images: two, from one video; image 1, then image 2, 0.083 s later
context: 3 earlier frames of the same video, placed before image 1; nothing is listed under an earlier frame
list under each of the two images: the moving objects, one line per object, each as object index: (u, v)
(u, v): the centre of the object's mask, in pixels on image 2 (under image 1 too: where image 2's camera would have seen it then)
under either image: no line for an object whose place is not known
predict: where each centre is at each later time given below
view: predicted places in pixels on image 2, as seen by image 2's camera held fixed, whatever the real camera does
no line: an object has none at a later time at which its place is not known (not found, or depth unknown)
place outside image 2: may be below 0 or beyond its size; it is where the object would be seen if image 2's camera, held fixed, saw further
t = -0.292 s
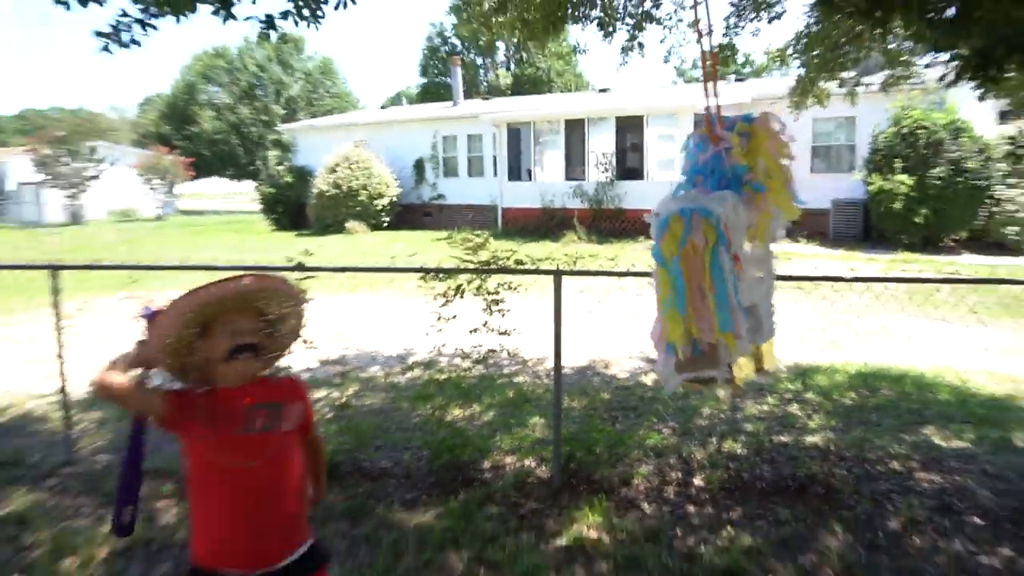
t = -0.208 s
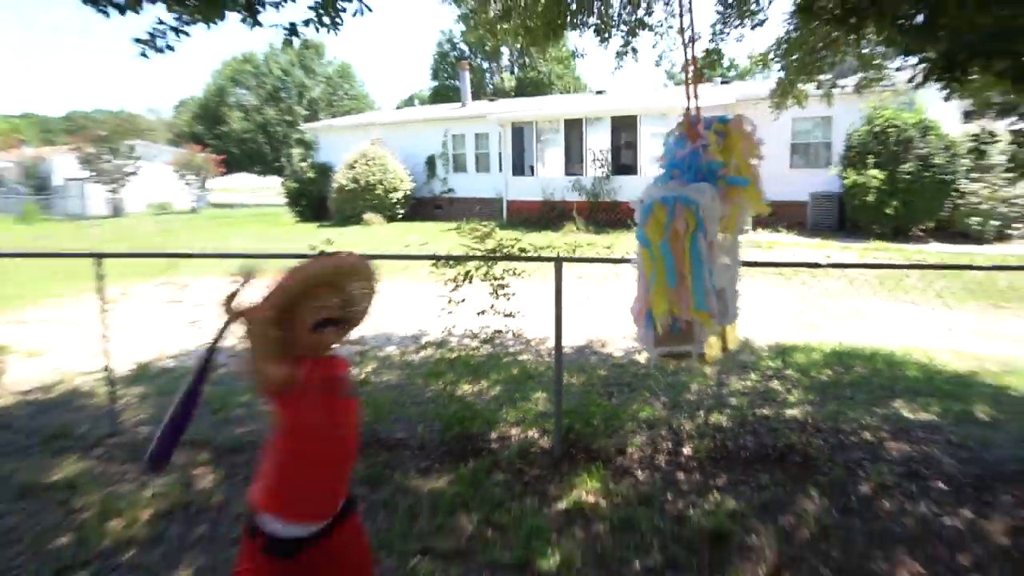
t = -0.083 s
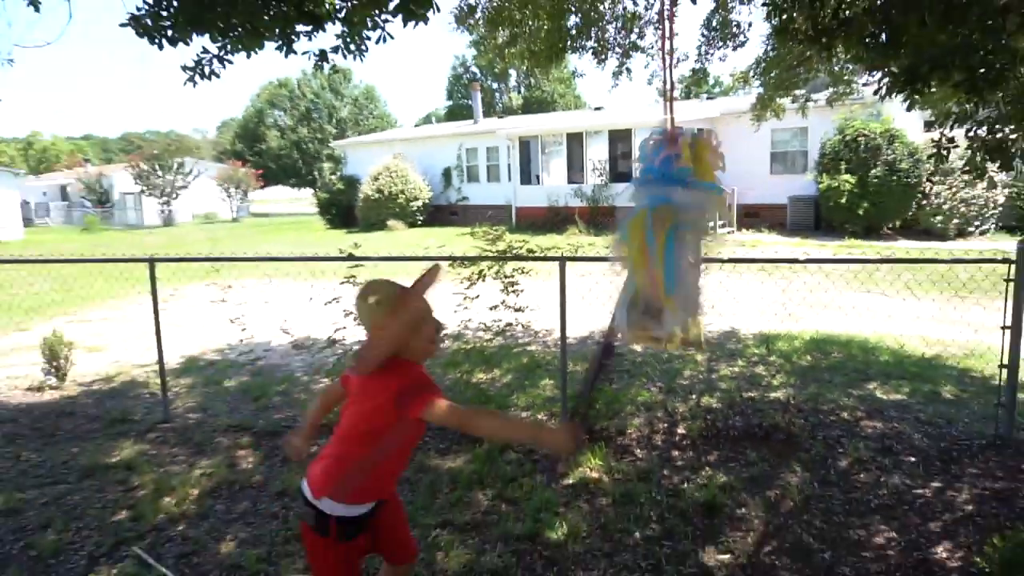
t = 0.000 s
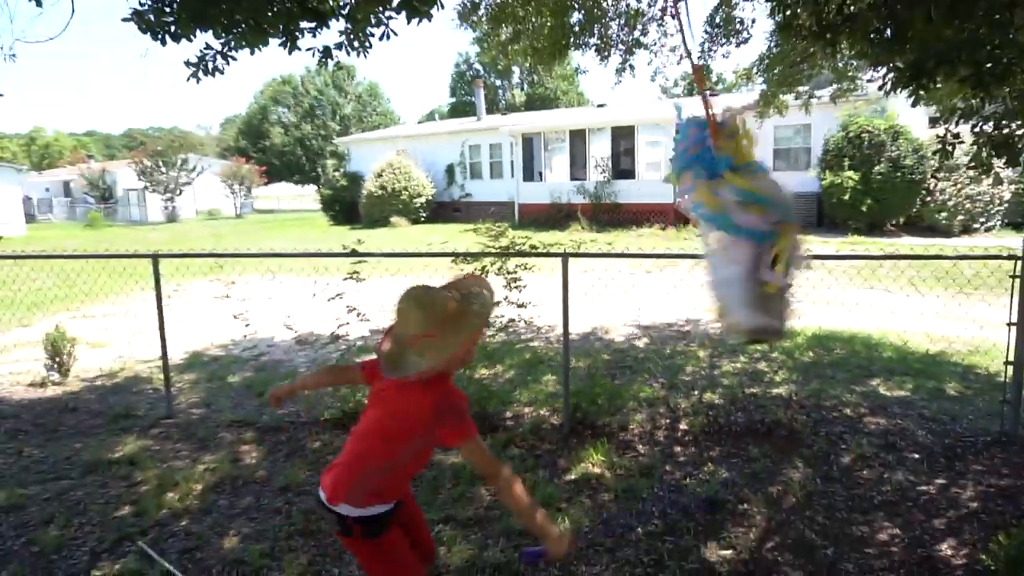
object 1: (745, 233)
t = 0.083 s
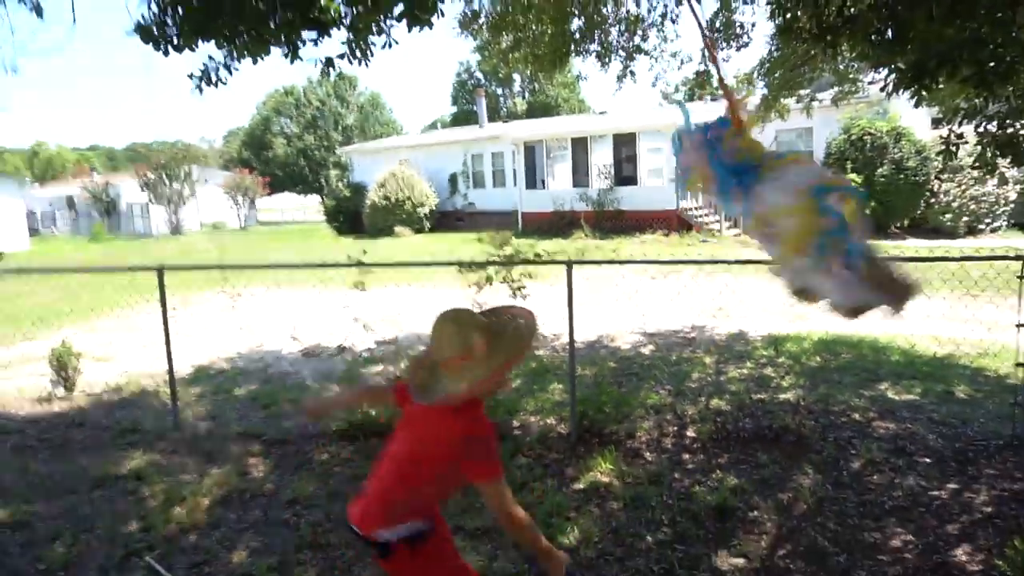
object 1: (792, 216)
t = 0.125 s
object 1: (810, 204)
